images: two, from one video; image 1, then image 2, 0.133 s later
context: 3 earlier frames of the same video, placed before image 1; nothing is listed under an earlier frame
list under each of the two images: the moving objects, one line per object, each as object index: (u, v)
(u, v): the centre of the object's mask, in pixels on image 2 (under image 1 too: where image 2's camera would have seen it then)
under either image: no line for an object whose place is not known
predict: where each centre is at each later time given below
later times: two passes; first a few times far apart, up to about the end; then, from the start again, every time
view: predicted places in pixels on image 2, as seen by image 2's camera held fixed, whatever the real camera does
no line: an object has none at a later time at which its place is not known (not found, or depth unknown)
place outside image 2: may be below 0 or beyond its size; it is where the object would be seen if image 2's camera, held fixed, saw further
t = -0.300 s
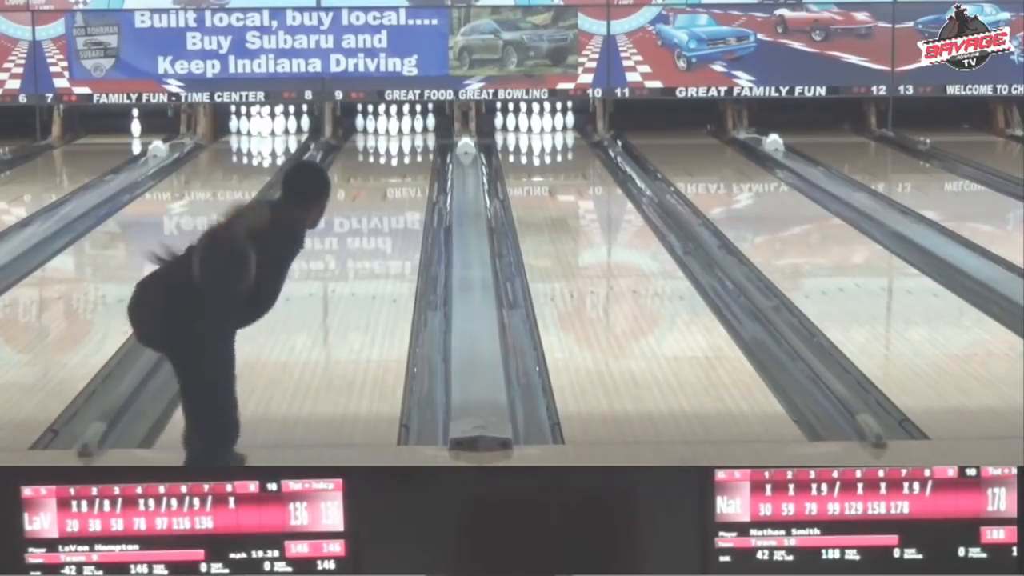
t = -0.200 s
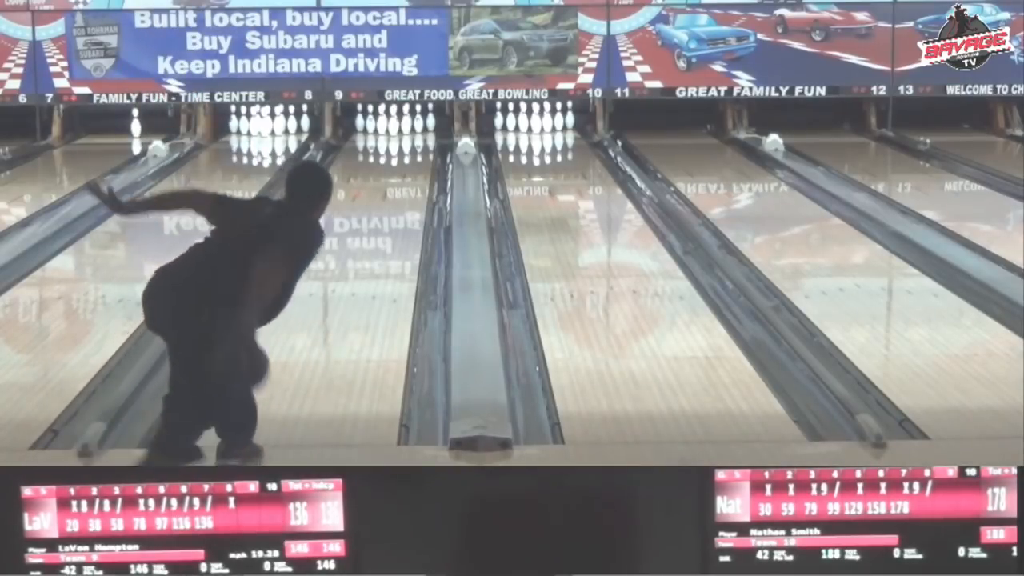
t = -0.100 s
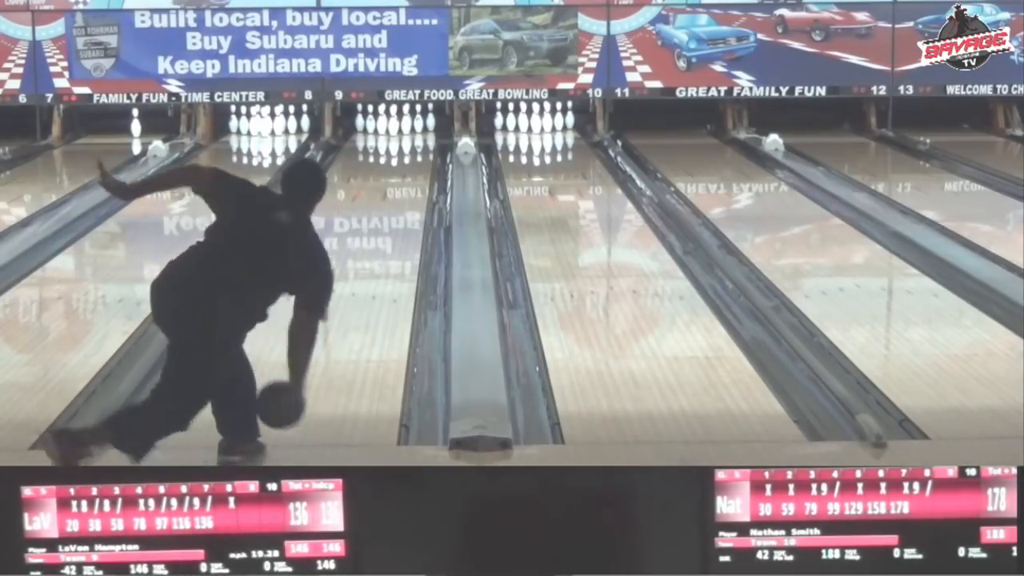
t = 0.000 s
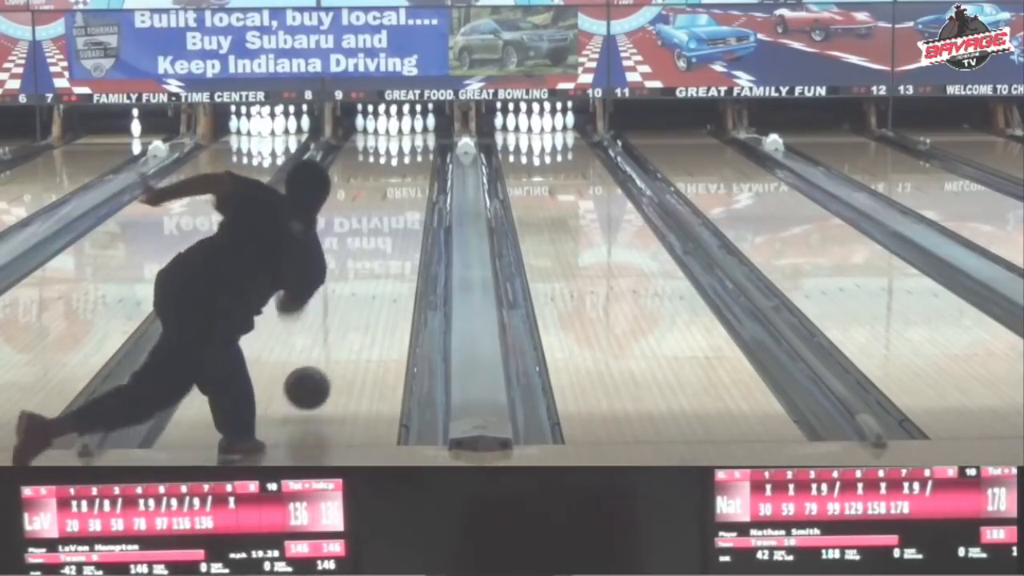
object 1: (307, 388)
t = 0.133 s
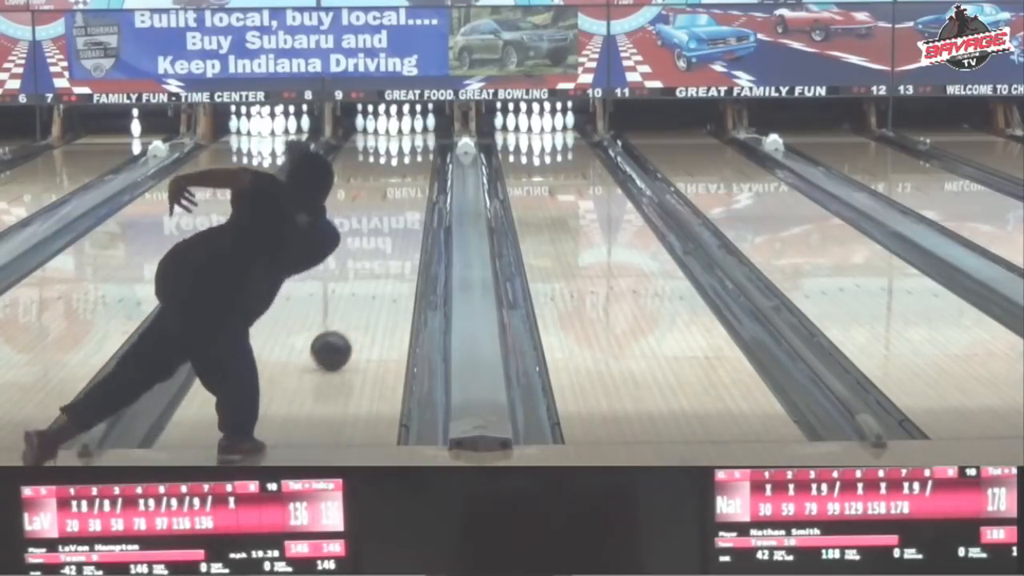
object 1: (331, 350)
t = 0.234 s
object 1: (345, 322)
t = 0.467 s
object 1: (370, 270)
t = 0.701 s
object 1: (387, 232)
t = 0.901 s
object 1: (398, 206)
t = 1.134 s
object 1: (407, 182)
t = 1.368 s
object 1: (411, 163)
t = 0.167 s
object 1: (336, 341)
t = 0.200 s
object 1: (341, 331)
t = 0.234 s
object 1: (345, 322)
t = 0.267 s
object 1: (349, 313)
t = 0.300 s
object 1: (353, 305)
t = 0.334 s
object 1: (357, 298)
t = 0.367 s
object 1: (361, 290)
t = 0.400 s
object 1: (364, 283)
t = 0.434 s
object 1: (367, 277)
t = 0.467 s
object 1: (370, 270)
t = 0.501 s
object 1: (373, 264)
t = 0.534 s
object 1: (376, 258)
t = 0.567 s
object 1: (379, 252)
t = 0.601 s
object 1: (381, 247)
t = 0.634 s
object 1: (383, 242)
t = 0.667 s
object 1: (385, 237)
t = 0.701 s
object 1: (387, 232)
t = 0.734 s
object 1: (389, 227)
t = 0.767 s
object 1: (391, 223)
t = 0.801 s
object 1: (393, 218)
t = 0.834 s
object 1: (395, 214)
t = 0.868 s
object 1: (396, 210)
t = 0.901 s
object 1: (398, 206)
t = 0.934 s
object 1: (399, 202)
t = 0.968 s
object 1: (401, 199)
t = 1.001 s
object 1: (402, 195)
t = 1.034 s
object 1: (404, 192)
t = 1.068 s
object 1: (405, 189)
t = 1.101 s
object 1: (406, 185)
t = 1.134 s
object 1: (407, 182)
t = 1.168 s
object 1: (408, 179)
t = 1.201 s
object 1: (409, 176)
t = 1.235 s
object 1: (409, 174)
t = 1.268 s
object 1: (410, 171)
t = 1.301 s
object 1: (410, 168)
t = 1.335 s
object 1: (410, 166)
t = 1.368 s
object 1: (411, 163)
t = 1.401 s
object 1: (411, 161)
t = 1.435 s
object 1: (410, 159)
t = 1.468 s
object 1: (410, 156)
